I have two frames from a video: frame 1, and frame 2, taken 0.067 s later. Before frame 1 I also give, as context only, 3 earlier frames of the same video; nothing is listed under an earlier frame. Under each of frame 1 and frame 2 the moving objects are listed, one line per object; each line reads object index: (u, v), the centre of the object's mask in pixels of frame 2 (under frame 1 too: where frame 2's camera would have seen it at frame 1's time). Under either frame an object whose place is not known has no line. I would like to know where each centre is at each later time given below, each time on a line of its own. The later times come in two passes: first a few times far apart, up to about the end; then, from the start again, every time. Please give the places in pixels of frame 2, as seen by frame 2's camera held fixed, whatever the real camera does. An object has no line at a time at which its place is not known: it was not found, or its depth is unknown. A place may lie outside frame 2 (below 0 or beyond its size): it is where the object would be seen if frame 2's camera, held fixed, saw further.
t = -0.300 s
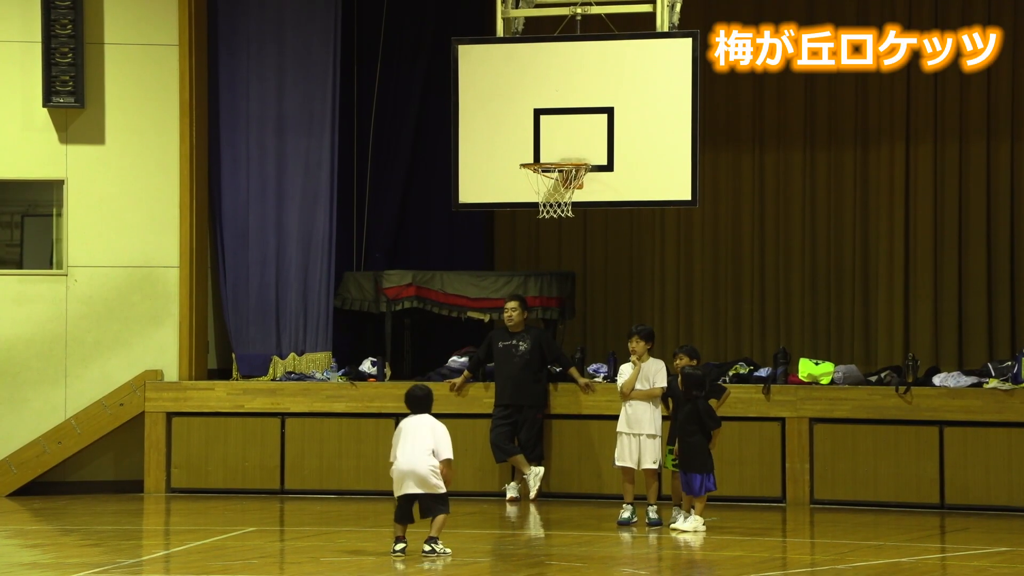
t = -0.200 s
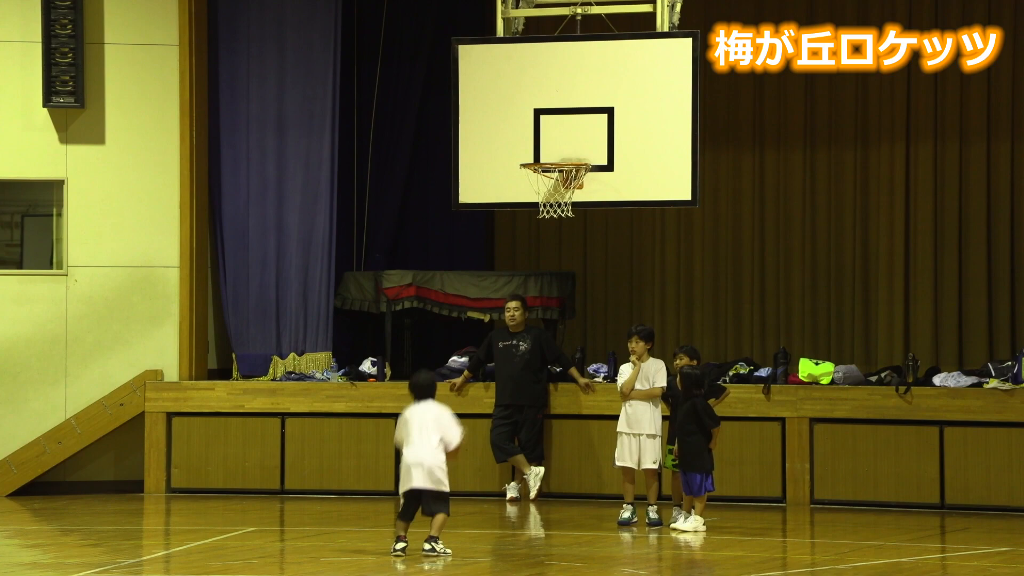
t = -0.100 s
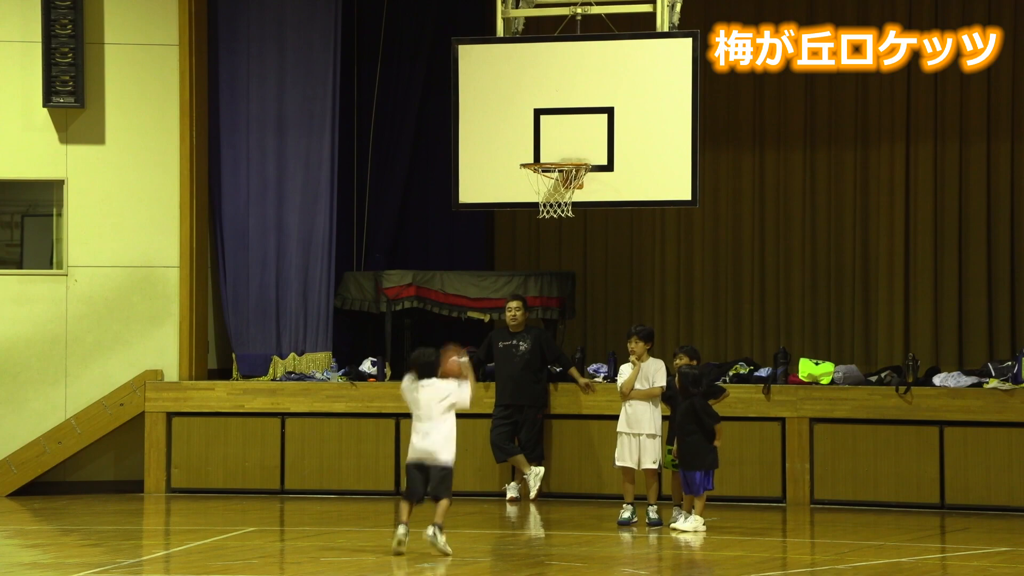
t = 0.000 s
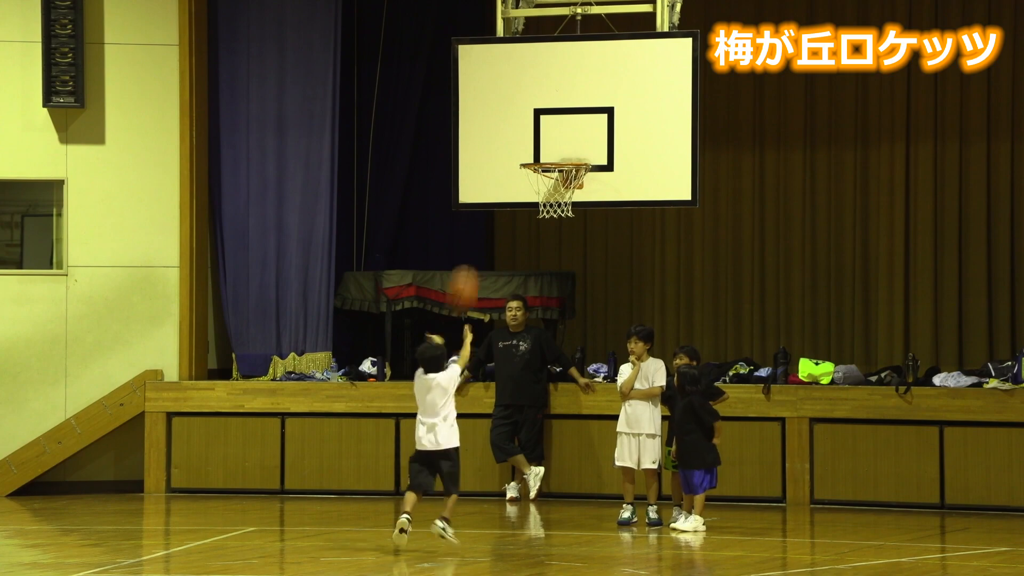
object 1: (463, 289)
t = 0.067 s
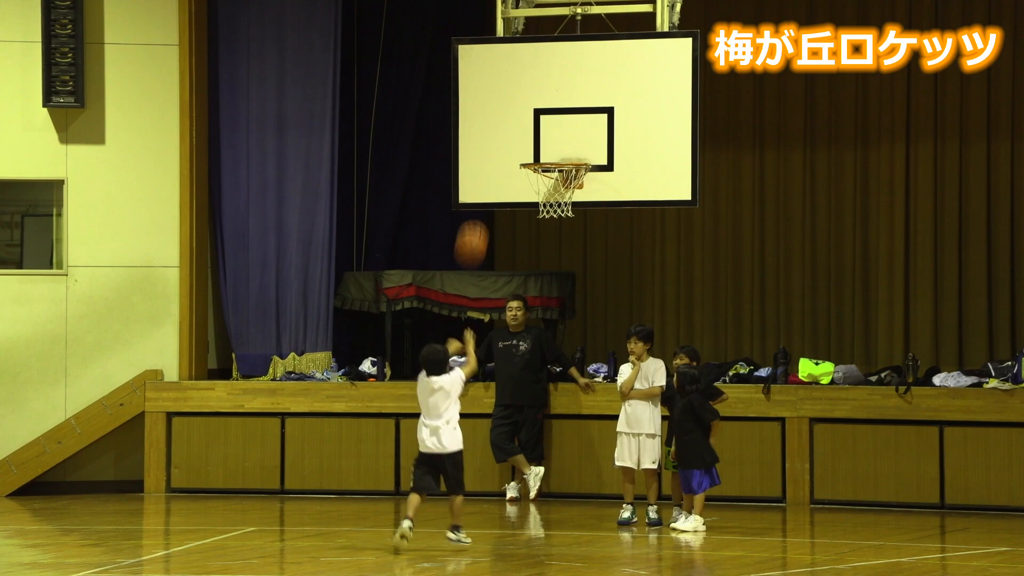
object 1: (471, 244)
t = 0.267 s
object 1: (494, 148)
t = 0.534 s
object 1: (451, 177)
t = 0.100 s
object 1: (476, 225)
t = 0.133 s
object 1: (479, 205)
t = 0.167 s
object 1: (484, 184)
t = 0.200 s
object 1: (488, 169)
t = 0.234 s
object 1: (492, 158)
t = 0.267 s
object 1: (494, 148)
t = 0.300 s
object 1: (489, 146)
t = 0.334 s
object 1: (484, 145)
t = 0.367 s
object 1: (479, 146)
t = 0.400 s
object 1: (474, 149)
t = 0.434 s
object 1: (469, 153)
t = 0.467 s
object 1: (462, 160)
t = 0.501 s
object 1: (457, 167)
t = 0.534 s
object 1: (451, 177)
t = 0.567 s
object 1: (446, 188)
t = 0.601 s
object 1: (441, 200)
